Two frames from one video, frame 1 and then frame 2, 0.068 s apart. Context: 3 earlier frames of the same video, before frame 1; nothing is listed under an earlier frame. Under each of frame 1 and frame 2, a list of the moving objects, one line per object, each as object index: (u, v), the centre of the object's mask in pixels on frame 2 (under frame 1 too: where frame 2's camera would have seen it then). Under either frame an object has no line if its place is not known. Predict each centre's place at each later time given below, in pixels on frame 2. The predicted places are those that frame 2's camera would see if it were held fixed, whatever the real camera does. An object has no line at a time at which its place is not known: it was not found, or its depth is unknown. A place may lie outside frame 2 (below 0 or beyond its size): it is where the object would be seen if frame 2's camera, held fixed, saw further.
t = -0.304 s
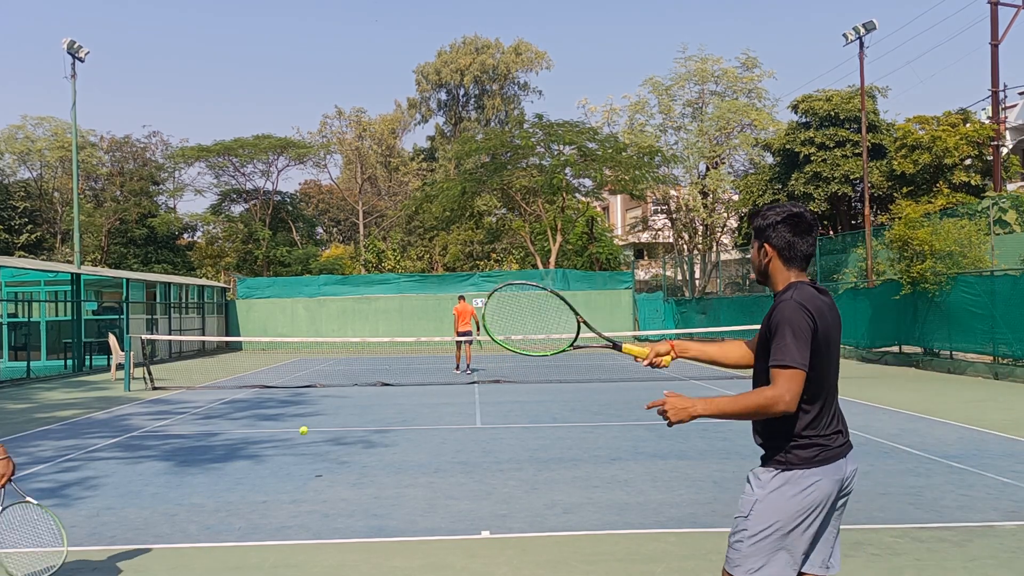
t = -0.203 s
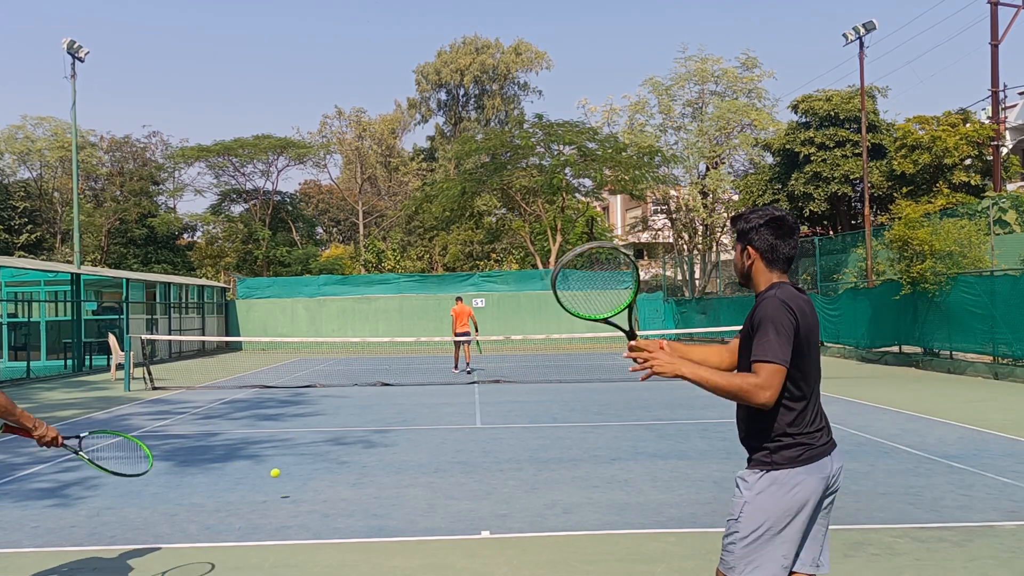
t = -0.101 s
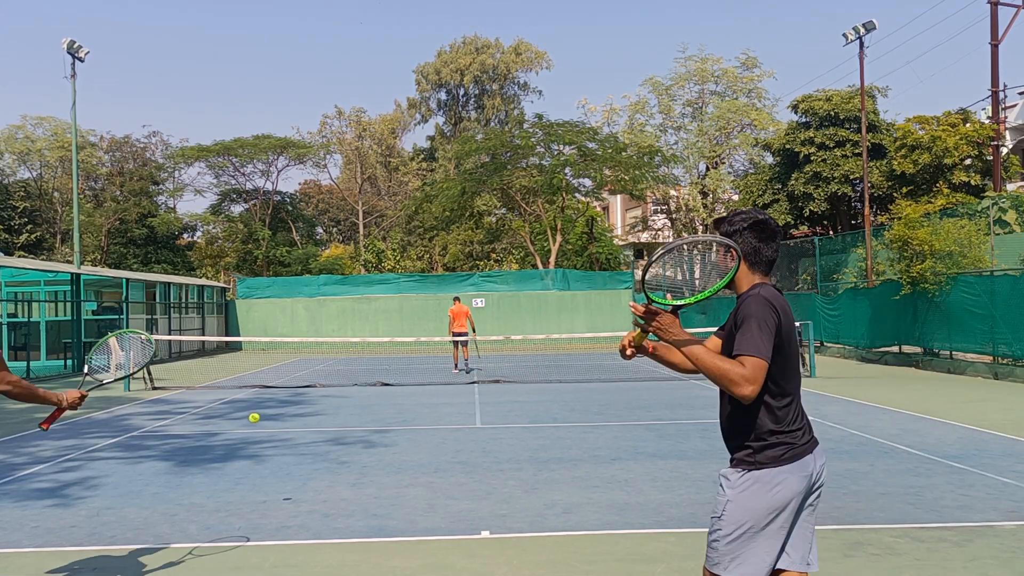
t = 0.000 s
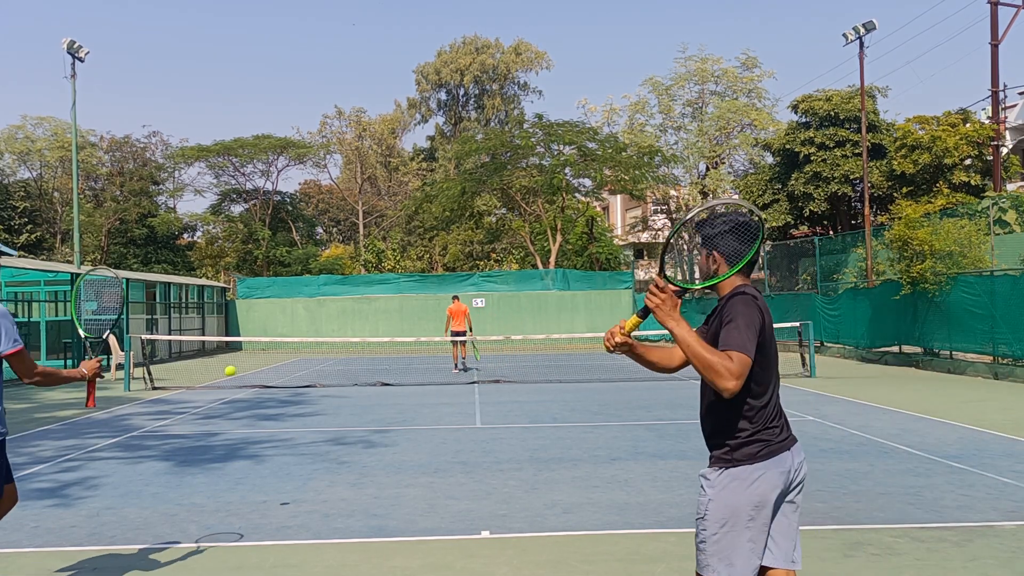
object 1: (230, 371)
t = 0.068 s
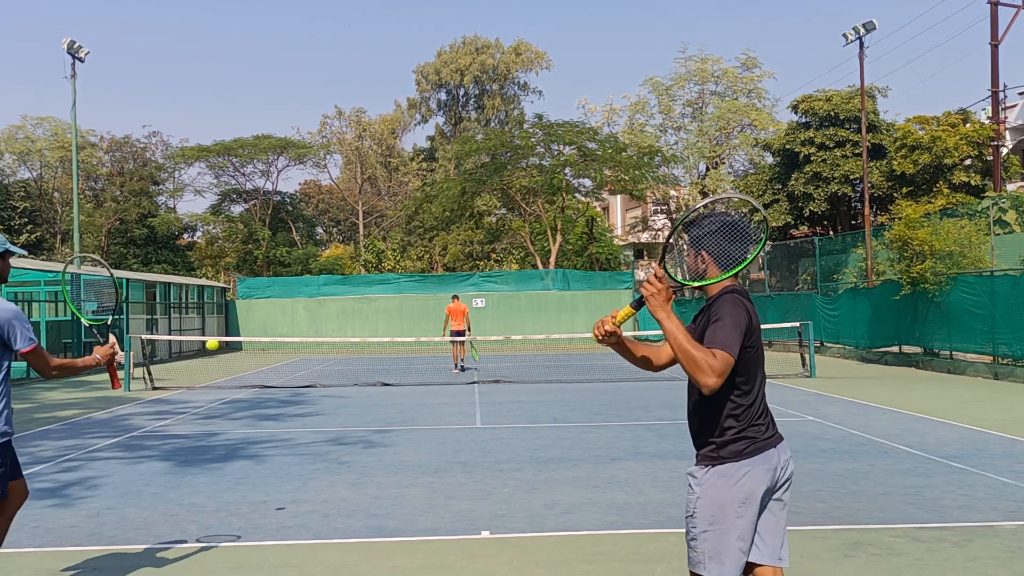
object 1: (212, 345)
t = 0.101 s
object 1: (203, 333)
